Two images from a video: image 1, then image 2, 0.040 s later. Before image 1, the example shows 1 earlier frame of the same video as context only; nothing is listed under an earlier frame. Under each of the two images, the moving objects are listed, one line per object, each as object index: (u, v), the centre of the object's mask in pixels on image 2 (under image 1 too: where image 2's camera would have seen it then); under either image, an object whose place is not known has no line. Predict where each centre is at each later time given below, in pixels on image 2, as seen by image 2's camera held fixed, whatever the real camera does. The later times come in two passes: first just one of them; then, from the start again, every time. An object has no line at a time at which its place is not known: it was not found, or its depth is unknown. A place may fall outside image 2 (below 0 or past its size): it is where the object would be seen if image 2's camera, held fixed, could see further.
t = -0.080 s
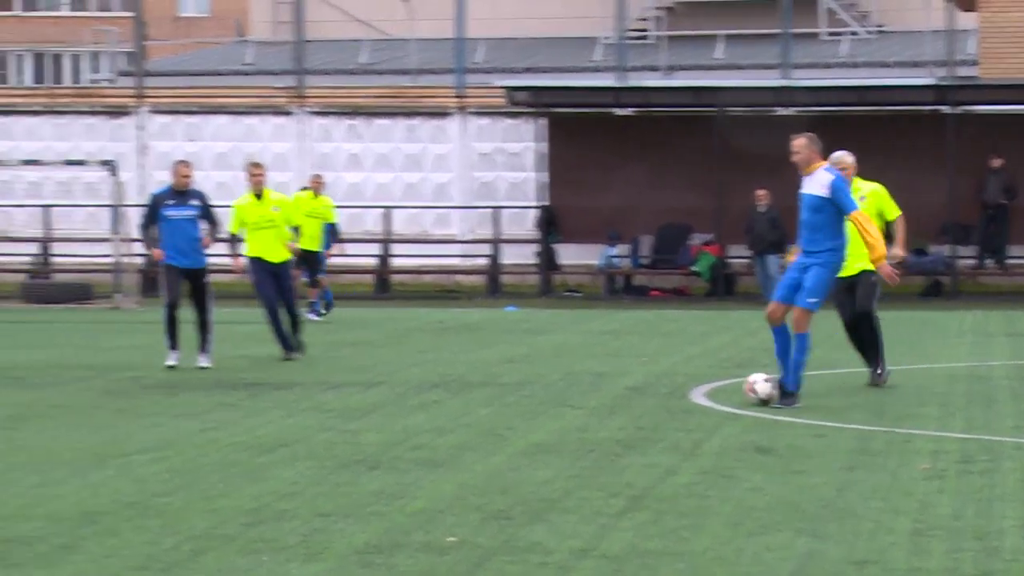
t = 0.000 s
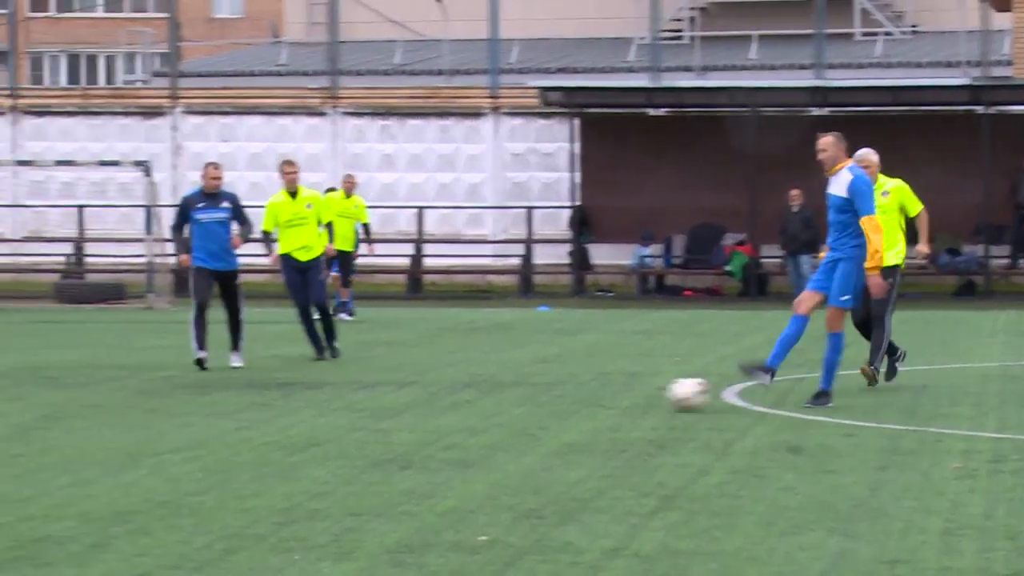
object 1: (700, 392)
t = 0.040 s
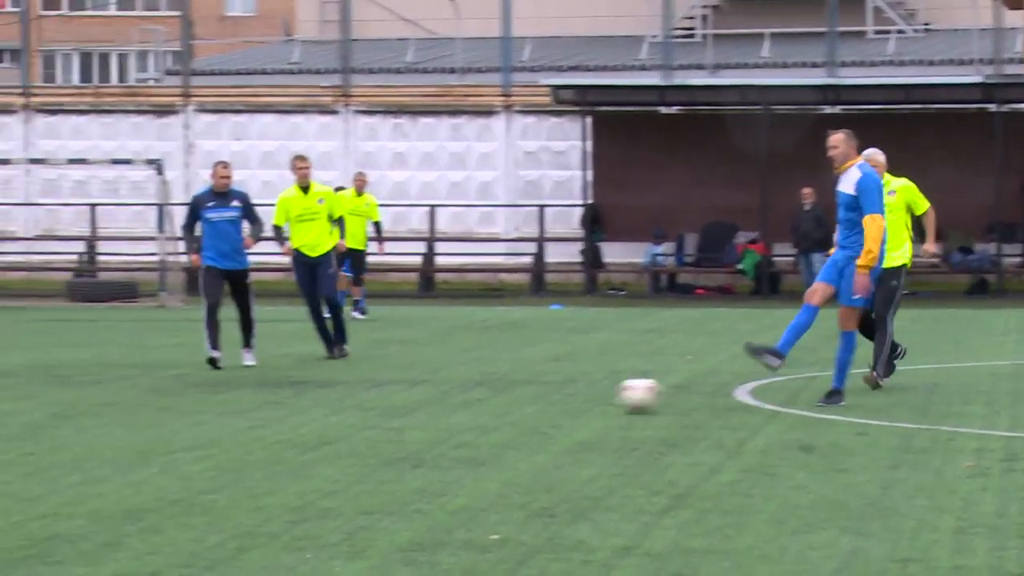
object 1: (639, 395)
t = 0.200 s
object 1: (384, 408)
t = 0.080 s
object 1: (576, 397)
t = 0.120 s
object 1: (512, 402)
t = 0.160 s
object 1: (448, 406)
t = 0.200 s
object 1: (384, 408)
